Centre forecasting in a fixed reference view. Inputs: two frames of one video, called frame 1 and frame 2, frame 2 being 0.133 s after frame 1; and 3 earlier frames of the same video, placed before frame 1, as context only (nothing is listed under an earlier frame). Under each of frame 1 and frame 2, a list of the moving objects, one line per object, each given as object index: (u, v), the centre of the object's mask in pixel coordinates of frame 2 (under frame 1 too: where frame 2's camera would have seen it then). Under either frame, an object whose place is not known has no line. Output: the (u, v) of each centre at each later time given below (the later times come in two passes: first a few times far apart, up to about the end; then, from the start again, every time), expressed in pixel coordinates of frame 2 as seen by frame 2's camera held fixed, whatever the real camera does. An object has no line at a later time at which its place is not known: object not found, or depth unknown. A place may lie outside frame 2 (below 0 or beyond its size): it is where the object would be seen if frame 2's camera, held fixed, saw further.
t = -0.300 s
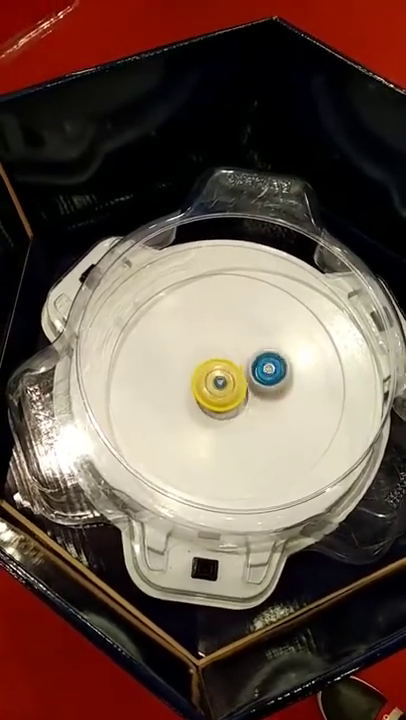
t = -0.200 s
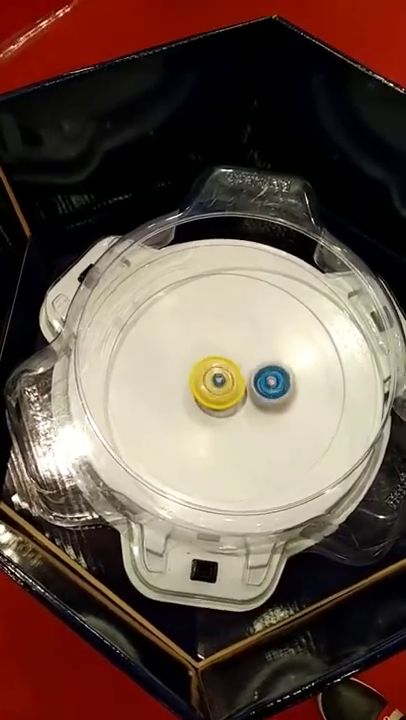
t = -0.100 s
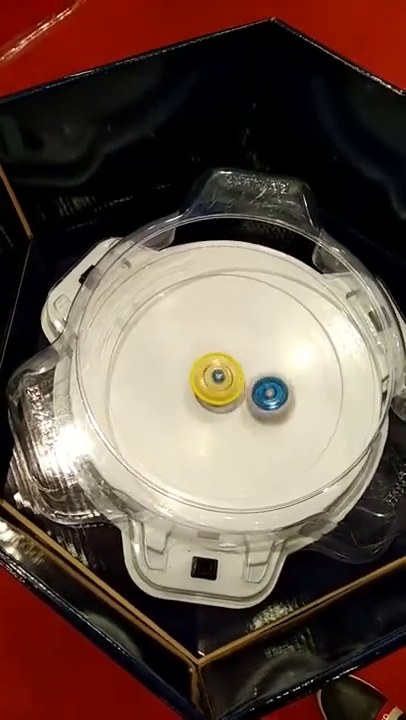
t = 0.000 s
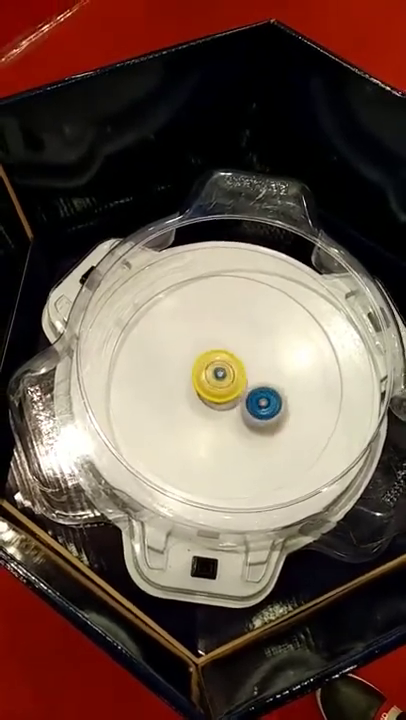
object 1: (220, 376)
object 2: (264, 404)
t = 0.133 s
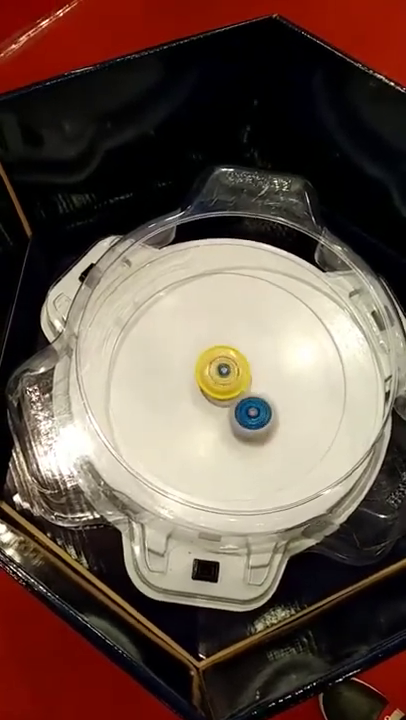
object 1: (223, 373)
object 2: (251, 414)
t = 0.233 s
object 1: (225, 371)
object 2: (240, 419)
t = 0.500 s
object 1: (232, 371)
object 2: (205, 412)
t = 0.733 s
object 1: (237, 376)
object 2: (186, 390)
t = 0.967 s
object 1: (238, 384)
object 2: (187, 362)
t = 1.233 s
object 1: (232, 390)
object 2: (212, 343)
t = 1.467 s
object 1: (226, 391)
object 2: (239, 343)
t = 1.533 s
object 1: (223, 390)
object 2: (245, 346)
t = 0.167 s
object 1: (223, 372)
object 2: (248, 416)
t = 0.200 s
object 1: (223, 371)
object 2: (244, 418)
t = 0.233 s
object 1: (225, 371)
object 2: (240, 419)
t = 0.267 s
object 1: (226, 371)
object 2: (236, 419)
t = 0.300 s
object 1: (227, 370)
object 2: (231, 419)
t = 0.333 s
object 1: (227, 370)
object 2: (226, 419)
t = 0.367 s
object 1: (228, 371)
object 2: (222, 419)
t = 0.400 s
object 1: (230, 371)
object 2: (217, 418)
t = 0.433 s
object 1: (231, 370)
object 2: (213, 416)
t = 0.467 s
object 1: (231, 371)
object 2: (209, 414)
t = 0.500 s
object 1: (232, 371)
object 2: (205, 412)
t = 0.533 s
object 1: (234, 372)
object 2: (200, 409)
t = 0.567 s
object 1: (234, 372)
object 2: (197, 407)
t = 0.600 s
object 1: (235, 372)
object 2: (194, 404)
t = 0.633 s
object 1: (235, 373)
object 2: (191, 401)
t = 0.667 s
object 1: (236, 374)
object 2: (189, 398)
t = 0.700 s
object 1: (237, 376)
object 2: (187, 394)
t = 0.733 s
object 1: (237, 376)
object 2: (186, 390)
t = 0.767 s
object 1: (237, 377)
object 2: (184, 387)
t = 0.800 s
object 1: (238, 379)
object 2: (184, 382)
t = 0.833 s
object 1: (238, 379)
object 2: (184, 378)
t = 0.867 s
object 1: (238, 381)
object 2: (184, 374)
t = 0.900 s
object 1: (238, 382)
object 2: (185, 369)
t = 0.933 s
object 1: (238, 383)
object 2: (186, 365)
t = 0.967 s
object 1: (238, 384)
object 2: (187, 362)
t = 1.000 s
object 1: (238, 385)
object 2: (189, 358)
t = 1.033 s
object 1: (237, 387)
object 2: (191, 355)
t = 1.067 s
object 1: (237, 387)
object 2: (194, 352)
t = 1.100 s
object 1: (236, 388)
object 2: (197, 351)
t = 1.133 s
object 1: (235, 388)
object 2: (201, 348)
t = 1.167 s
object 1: (234, 389)
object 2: (204, 347)
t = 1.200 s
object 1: (233, 390)
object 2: (208, 345)
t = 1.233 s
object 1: (232, 390)
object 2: (212, 343)
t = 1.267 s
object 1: (231, 390)
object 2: (215, 343)
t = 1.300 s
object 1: (230, 391)
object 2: (219, 342)
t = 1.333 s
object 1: (229, 391)
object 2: (224, 342)
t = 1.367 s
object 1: (228, 391)
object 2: (228, 342)
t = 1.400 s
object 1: (227, 391)
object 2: (232, 342)
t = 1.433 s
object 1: (226, 392)
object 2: (235, 343)
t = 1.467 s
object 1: (226, 391)
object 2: (239, 343)
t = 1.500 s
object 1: (224, 390)
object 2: (242, 343)
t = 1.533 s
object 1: (223, 390)
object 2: (245, 346)
